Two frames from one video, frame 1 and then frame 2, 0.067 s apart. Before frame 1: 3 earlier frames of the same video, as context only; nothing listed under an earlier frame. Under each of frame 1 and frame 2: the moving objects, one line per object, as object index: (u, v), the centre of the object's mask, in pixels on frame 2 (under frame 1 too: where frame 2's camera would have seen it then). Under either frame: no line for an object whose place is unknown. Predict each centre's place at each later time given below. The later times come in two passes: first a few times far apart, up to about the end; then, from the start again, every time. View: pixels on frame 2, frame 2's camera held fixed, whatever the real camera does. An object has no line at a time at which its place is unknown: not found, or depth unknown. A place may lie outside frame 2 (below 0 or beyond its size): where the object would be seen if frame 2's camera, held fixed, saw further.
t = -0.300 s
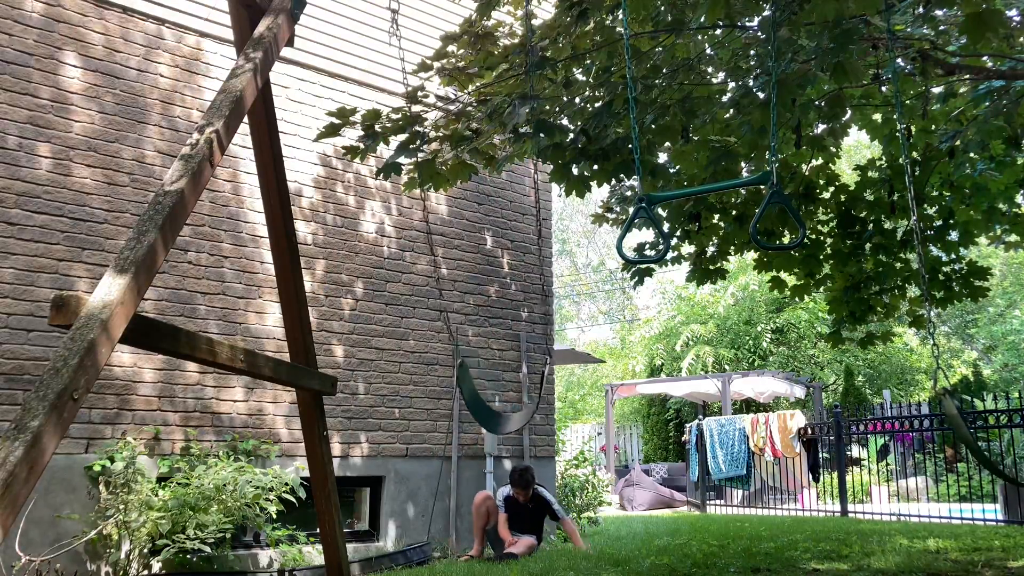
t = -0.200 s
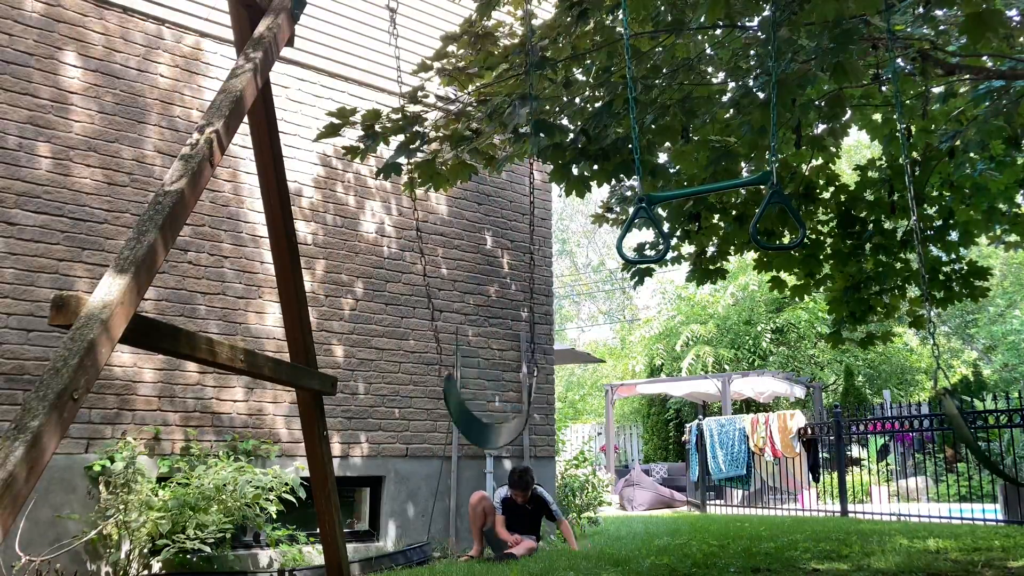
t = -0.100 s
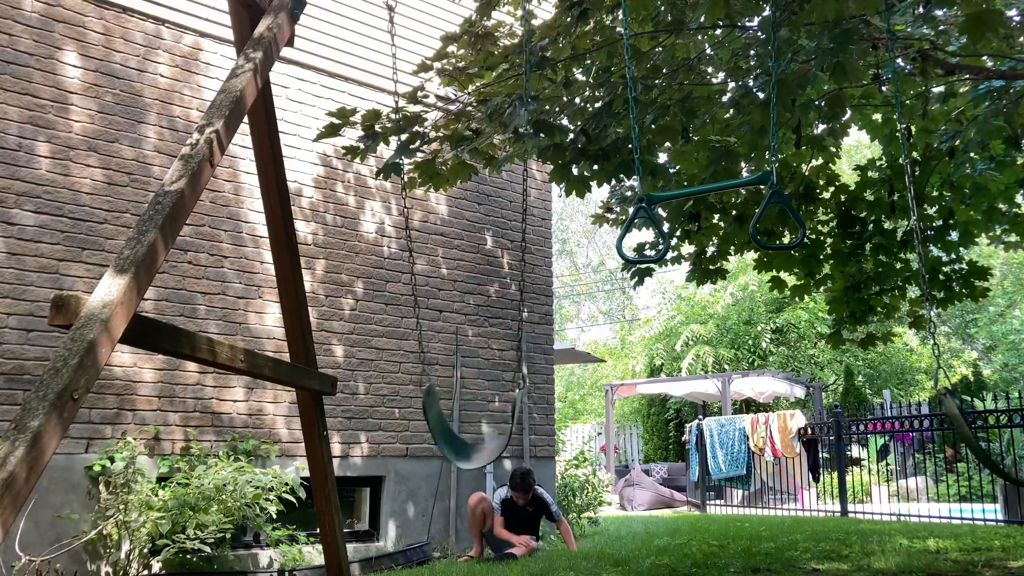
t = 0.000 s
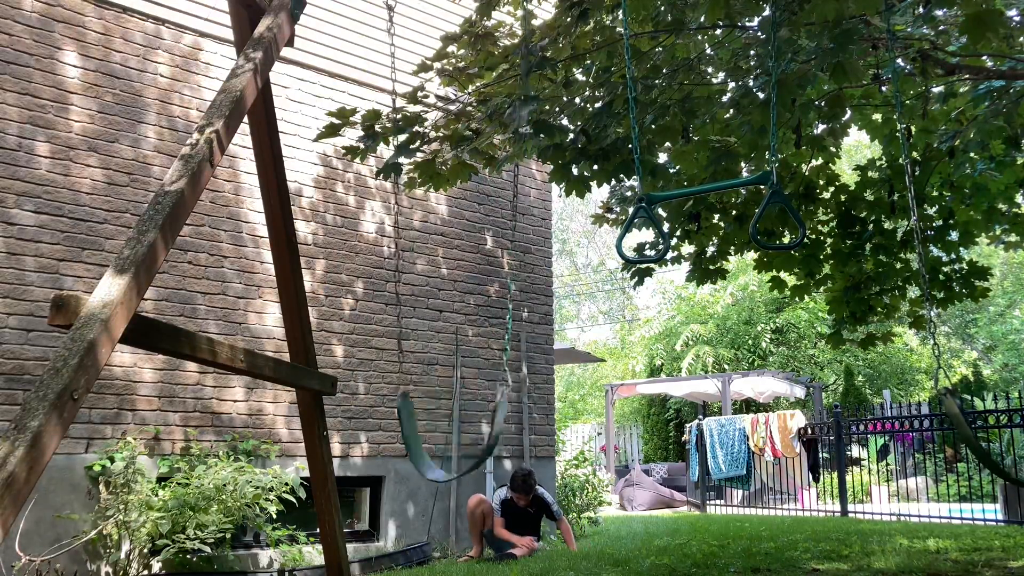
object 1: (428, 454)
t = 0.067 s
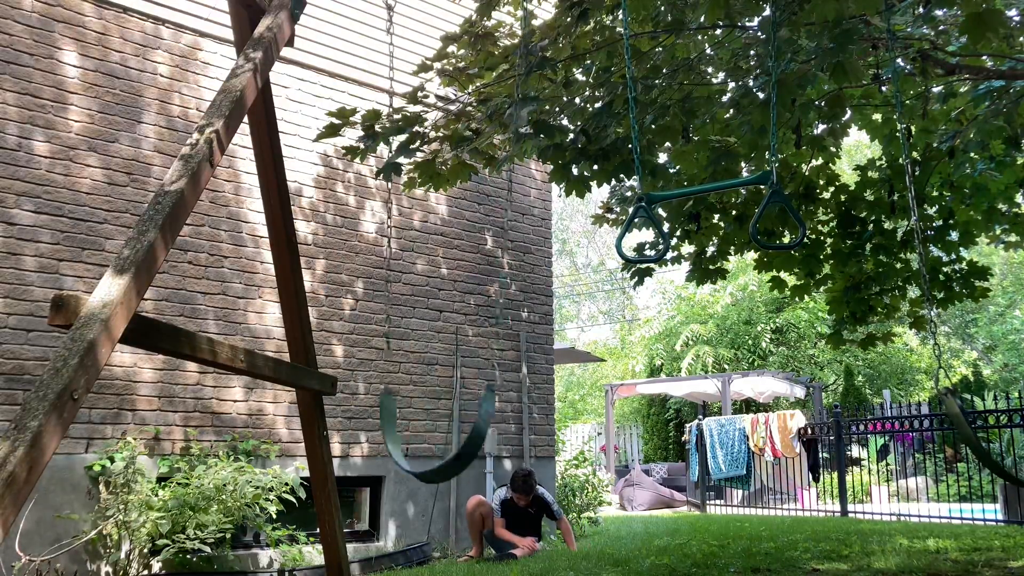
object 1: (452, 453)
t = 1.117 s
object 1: (467, 452)
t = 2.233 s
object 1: (438, 453)
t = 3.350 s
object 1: (454, 446)
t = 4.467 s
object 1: (452, 448)
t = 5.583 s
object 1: (440, 439)
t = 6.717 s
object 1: (482, 430)
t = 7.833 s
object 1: (430, 436)
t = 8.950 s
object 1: (462, 441)
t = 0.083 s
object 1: (447, 449)
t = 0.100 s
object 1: (442, 444)
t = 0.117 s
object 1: (434, 442)
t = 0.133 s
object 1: (429, 436)
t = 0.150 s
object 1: (423, 429)
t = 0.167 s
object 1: (414, 426)
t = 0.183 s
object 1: (407, 420)
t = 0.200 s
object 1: (402, 413)
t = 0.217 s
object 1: (398, 406)
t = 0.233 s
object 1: (394, 400)
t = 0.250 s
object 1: (391, 395)
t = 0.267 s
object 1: (386, 390)
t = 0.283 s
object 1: (382, 384)
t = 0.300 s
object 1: (378, 379)
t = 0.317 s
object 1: (374, 374)
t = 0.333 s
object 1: (371, 369)
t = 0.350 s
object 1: (368, 365)
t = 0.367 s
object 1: (365, 360)
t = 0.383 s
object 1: (362, 356)
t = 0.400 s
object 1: (359, 352)
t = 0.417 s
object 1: (357, 348)
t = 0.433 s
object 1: (356, 345)
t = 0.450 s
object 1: (354, 342)
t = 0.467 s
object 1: (353, 341)
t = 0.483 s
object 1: (351, 339)
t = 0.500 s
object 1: (351, 338)
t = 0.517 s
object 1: (351, 336)
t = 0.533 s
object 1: (351, 335)
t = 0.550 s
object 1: (352, 333)
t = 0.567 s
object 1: (353, 332)
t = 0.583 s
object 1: (352, 333)
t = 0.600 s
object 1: (353, 332)
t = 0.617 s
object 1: (353, 332)
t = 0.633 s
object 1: (354, 333)
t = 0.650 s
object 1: (356, 335)
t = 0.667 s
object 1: (357, 334)
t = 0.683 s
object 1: (357, 336)
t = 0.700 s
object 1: (360, 338)
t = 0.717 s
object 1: (362, 340)
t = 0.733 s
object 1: (362, 343)
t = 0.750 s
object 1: (365, 345)
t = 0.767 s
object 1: (367, 348)
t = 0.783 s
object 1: (369, 352)
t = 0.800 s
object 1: (372, 356)
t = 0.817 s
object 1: (375, 359)
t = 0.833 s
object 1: (379, 364)
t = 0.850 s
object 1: (382, 368)
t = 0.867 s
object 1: (386, 373)
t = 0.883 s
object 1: (390, 378)
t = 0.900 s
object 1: (394, 383)
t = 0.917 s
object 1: (397, 389)
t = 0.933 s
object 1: (402, 395)
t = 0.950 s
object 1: (406, 400)
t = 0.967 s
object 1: (411, 406)
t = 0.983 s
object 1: (415, 412)
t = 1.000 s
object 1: (419, 416)
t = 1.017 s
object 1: (424, 422)
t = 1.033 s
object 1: (430, 428)
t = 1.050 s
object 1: (438, 434)
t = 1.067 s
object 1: (445, 440)
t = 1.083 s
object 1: (450, 446)
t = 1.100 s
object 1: (454, 453)
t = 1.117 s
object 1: (467, 452)
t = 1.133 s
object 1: (470, 456)
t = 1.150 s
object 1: (476, 458)
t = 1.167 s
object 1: (426, 446)
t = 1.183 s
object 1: (436, 454)
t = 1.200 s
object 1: (443, 454)
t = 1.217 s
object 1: (443, 448)
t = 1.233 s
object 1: (450, 450)
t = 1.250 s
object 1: (457, 448)
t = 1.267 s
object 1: (460, 445)
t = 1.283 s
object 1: (467, 444)
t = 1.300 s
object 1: (468, 440)
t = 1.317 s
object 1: (475, 439)
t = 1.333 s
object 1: (476, 435)
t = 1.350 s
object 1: (479, 431)
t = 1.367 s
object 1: (481, 428)
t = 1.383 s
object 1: (482, 425)
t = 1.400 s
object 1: (485, 423)
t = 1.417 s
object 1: (488, 420)
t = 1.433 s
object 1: (489, 419)
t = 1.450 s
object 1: (490, 417)
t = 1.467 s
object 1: (491, 415)
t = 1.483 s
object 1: (492, 413)
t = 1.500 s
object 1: (492, 411)
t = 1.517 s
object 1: (493, 409)
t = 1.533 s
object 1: (494, 408)
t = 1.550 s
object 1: (493, 406)
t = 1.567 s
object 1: (494, 406)
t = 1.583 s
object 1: (493, 404)
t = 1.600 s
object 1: (492, 403)
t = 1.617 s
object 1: (492, 402)
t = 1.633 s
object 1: (492, 401)
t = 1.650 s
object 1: (491, 399)
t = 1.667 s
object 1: (491, 399)
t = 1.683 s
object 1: (490, 397)
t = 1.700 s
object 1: (491, 398)
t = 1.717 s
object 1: (491, 397)
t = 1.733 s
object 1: (491, 397)
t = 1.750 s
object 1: (491, 397)
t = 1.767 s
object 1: (489, 396)
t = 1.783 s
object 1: (489, 396)
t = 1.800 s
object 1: (489, 397)
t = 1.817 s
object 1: (490, 399)
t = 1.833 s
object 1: (491, 400)
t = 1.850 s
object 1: (490, 400)
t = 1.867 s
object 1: (488, 400)
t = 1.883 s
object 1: (488, 402)
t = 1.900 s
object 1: (487, 403)
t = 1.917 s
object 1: (487, 405)
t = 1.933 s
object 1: (485, 406)
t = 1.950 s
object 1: (484, 407)
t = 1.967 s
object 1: (483, 408)
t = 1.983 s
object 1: (481, 411)
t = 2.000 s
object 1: (480, 413)
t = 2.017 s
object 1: (479, 415)
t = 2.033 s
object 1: (477, 418)
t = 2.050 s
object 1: (475, 420)
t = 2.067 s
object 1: (473, 422)
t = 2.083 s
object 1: (471, 426)
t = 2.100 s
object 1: (469, 428)
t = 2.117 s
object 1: (466, 431)
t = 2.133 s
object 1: (467, 435)
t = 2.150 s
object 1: (462, 438)
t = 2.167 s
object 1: (457, 441)
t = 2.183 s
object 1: (452, 444)
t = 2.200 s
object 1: (447, 447)
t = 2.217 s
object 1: (450, 452)
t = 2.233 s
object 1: (438, 453)
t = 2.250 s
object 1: (433, 453)
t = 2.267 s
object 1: (434, 459)
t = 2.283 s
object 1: (418, 447)
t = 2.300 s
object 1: (466, 455)
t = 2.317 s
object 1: (462, 454)
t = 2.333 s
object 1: (451, 458)
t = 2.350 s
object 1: (447, 454)
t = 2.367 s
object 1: (445, 448)
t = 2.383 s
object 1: (440, 445)
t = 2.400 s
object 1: (435, 441)
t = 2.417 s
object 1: (430, 436)
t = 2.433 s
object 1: (426, 431)
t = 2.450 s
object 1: (420, 427)
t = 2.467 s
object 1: (414, 423)
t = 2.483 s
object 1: (410, 417)
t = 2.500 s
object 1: (405, 411)
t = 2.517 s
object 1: (403, 406)
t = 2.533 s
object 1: (399, 401)
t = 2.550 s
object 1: (396, 395)
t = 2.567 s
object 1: (393, 390)
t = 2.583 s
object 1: (390, 385)
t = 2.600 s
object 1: (387, 381)
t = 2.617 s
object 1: (385, 377)
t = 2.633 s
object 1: (382, 372)
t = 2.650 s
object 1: (380, 369)
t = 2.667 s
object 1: (378, 364)
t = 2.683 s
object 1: (376, 361)
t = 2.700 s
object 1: (375, 358)
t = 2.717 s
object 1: (374, 356)
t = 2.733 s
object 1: (373, 353)
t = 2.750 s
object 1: (373, 352)
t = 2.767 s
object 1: (370, 351)
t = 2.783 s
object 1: (372, 349)
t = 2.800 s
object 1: (371, 347)
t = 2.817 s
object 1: (372, 345)
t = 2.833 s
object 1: (373, 343)
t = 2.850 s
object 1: (372, 343)
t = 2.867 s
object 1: (372, 343)
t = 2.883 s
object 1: (372, 343)
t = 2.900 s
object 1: (372, 343)
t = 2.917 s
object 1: (373, 343)
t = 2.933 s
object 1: (375, 343)
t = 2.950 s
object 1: (375, 345)
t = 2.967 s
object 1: (377, 345)
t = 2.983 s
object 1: (378, 347)
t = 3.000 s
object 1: (379, 349)
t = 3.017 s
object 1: (382, 351)
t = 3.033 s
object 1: (384, 354)
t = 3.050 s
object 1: (386, 358)
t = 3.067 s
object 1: (388, 361)
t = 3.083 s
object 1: (391, 365)
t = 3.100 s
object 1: (393, 369)
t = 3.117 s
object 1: (396, 374)
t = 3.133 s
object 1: (399, 378)
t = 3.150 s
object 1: (402, 383)
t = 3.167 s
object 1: (405, 388)
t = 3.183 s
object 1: (409, 393)
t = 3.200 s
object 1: (411, 398)
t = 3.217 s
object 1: (416, 403)
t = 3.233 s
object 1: (418, 409)
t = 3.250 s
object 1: (423, 415)
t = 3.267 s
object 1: (428, 420)
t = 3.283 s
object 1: (433, 426)
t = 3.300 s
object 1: (436, 432)
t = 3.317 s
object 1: (444, 436)
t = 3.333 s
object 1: (452, 439)
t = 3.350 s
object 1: (454, 446)
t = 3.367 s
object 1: (455, 454)
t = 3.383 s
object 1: (464, 455)
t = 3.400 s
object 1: (470, 455)
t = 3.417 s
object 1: (475, 455)
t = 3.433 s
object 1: (427, 452)
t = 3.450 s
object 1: (433, 451)
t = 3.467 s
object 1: (441, 457)
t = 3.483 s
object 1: (443, 452)
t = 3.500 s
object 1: (484, 441)
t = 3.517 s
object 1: (451, 450)
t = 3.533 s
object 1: (463, 452)
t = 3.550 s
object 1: (460, 446)
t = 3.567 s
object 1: (464, 445)
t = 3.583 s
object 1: (466, 441)
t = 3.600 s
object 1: (468, 438)
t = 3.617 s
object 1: (473, 438)
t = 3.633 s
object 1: (474, 434)
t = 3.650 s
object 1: (474, 432)
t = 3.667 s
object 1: (481, 426)
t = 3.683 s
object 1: (478, 426)
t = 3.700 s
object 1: (481, 425)
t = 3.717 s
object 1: (481, 422)
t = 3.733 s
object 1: (482, 420)
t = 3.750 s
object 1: (483, 419)
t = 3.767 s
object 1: (484, 418)
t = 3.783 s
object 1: (484, 415)
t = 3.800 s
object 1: (485, 414)
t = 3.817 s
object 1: (484, 412)
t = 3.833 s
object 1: (484, 411)
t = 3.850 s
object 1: (485, 410)
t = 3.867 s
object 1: (484, 408)
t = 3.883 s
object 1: (485, 408)
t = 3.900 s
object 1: (484, 406)
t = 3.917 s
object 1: (482, 404)
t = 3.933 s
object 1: (484, 404)
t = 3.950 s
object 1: (484, 404)
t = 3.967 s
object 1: (484, 403)
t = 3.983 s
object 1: (484, 403)
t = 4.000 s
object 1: (484, 403)
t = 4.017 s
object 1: (485, 403)
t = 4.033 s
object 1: (484, 403)
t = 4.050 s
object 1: (484, 403)
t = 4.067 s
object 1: (484, 403)
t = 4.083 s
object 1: (484, 403)
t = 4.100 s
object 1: (485, 405)
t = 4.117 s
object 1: (485, 405)
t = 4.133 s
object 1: (484, 405)
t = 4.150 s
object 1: (483, 405)
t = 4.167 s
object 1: (483, 407)
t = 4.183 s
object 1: (483, 409)
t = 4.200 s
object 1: (482, 411)
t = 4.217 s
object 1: (481, 412)
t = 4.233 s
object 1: (481, 414)
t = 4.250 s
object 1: (480, 416)
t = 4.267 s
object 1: (480, 418)
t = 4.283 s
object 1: (476, 419)
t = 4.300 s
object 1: (474, 420)
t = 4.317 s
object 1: (473, 423)
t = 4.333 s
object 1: (473, 426)
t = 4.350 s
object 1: (469, 428)
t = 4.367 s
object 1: (467, 431)
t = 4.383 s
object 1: (467, 435)
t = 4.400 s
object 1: (462, 437)
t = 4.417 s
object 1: (459, 440)
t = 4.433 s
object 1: (457, 444)
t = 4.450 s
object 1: (449, 444)
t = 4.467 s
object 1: (452, 448)
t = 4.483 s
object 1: (442, 450)
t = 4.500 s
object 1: (436, 448)
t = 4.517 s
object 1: (431, 450)
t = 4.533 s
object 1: (426, 447)
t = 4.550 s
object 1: (473, 457)
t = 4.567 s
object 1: (470, 456)
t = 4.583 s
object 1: (466, 455)
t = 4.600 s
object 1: (462, 453)
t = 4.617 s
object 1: (454, 454)
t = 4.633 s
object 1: (448, 452)
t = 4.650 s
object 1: (446, 447)
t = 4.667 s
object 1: (443, 443)
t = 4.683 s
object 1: (438, 439)
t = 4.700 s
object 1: (434, 434)
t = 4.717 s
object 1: (430, 431)
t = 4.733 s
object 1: (426, 427)
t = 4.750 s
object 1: (421, 423)
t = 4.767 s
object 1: (419, 418)
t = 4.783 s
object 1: (417, 413)
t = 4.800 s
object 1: (412, 409)
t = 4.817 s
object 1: (410, 405)
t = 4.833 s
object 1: (407, 401)
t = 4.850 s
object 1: (403, 397)
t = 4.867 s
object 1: (401, 392)
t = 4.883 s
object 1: (399, 388)
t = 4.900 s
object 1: (395, 384)
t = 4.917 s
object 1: (394, 381)
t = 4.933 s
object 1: (393, 377)
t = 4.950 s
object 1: (390, 374)
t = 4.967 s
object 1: (389, 371)
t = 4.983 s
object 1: (388, 368)
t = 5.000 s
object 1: (388, 365)
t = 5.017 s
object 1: (385, 364)
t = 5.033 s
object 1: (385, 362)
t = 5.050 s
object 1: (384, 359)
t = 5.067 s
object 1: (383, 358)
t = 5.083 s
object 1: (380, 359)
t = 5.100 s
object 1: (381, 356)
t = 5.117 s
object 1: (384, 354)
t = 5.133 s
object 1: (383, 353)
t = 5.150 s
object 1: (381, 354)
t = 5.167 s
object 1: (381, 353)
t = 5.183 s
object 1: (382, 353)
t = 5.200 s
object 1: (383, 353)
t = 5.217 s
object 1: (383, 355)
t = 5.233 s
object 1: (382, 355)
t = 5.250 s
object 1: (384, 357)
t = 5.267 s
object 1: (384, 358)
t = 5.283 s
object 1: (385, 360)
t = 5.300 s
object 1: (386, 363)
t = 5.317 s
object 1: (388, 366)
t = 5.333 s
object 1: (390, 369)
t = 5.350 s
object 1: (392, 372)
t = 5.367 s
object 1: (394, 376)
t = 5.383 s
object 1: (397, 380)
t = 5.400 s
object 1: (399, 384)
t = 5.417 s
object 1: (402, 389)
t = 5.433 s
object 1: (404, 393)
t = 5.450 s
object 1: (406, 398)
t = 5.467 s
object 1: (410, 402)
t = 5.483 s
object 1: (413, 408)
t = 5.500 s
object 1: (416, 414)
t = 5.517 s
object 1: (420, 419)
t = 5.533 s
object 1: (424, 424)
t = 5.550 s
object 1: (429, 429)
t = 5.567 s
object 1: (436, 433)
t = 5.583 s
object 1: (440, 439)
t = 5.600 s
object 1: (444, 443)
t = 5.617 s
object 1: (449, 448)
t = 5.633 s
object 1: (449, 456)
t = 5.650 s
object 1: (453, 462)
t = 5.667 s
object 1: (460, 462)
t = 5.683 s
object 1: (417, 454)
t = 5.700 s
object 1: (427, 458)
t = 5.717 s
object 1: (423, 445)
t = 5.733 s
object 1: (426, 446)
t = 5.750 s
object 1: (435, 452)
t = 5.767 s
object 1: (442, 454)
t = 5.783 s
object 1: (443, 449)
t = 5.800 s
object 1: (449, 448)
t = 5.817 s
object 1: (451, 445)
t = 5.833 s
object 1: (454, 445)
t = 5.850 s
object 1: (458, 442)
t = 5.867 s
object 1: (459, 438)
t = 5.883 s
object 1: (463, 437)
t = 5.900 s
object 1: (465, 436)
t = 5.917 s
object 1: (467, 433)
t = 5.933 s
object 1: (468, 432)
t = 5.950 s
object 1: (469, 429)
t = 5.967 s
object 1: (471, 427)
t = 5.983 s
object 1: (474, 427)
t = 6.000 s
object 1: (475, 425)
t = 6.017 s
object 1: (476, 423)
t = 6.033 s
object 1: (477, 422)
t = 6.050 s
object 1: (477, 420)
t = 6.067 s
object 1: (476, 417)
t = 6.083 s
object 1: (479, 417)
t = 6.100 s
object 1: (478, 415)
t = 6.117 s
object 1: (478, 413)
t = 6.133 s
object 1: (481, 415)
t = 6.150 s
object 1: (480, 412)
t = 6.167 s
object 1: (480, 410)
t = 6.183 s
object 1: (481, 411)
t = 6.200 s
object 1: (480, 409)
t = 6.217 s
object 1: (481, 409)
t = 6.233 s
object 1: (483, 410)
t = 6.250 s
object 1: (480, 406)
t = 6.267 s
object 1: (483, 408)
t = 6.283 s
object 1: (482, 407)
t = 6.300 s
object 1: (481, 405)
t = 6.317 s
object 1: (482, 407)
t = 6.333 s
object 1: (485, 409)
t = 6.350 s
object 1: (483, 408)
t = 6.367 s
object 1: (484, 408)
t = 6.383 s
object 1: (485, 409)
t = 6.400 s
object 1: (485, 410)
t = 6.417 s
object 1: (484, 410)
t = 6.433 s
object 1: (483, 410)
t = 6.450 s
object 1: (484, 412)
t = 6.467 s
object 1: (484, 413)
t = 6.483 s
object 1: (484, 415)
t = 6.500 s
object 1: (482, 415)
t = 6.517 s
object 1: (481, 417)
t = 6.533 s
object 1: (480, 418)
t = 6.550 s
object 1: (479, 420)
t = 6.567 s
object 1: (479, 424)
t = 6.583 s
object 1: (478, 425)
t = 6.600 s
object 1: (475, 428)
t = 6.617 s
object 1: (473, 430)
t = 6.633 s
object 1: (471, 433)
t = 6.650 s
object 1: (468, 434)
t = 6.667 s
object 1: (467, 440)
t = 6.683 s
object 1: (467, 444)
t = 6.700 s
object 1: (461, 445)
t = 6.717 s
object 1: (482, 430)
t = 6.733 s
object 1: (484, 441)
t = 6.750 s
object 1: (484, 436)
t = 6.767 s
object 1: (483, 431)
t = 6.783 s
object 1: (483, 431)
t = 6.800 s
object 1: (483, 431)
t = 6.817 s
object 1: (483, 431)
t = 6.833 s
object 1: (473, 457)
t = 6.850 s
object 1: (470, 456)
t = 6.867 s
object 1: (466, 453)
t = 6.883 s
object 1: (460, 452)
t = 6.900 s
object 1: (456, 449)
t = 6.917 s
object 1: (453, 444)
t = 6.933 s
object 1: (445, 444)
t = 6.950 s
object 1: (442, 440)
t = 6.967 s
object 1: (439, 435)
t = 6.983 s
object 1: (436, 431)
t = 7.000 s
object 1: (429, 428)
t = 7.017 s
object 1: (426, 424)
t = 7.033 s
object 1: (423, 421)
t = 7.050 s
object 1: (421, 416)
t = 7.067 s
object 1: (417, 412)
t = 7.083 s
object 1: (414, 410)
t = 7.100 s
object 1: (411, 405)
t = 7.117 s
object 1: (407, 402)
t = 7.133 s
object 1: (405, 398)
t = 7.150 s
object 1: (403, 395)
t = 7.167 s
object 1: (401, 392)
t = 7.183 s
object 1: (399, 388)
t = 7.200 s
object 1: (395, 386)
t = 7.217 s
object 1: (394, 383)
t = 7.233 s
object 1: (392, 380)
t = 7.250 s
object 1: (390, 379)
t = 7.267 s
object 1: (388, 377)
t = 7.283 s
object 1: (386, 376)
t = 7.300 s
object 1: (388, 371)
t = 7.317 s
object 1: (385, 372)
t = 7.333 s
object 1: (383, 369)
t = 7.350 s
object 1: (383, 367)
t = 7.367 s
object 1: (383, 366)
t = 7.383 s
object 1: (380, 366)
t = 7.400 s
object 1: (382, 364)
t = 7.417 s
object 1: (382, 363)
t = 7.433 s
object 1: (381, 364)
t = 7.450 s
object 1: (381, 364)
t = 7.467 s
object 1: (379, 364)
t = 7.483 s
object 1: (380, 365)
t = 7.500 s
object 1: (380, 365)
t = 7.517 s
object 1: (380, 366)
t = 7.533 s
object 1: (381, 368)
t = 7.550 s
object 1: (380, 371)
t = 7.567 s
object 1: (384, 372)
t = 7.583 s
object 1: (385, 374)
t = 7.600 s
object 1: (387, 376)
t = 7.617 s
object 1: (388, 379)
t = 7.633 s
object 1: (390, 382)
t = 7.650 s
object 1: (392, 386)
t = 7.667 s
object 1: (395, 390)
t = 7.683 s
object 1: (397, 394)
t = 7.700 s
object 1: (400, 397)
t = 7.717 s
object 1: (403, 402)
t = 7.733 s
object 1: (406, 406)
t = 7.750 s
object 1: (409, 411)
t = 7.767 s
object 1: (412, 417)
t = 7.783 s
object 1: (416, 424)
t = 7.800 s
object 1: (420, 427)
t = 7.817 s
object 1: (423, 434)
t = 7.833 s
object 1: (430, 436)
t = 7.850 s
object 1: (435, 442)
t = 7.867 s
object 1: (439, 446)
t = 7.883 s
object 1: (446, 448)
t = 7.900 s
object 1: (450, 453)
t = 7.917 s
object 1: (455, 457)
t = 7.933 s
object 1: (461, 457)
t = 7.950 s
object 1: (415, 456)
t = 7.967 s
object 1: (424, 458)
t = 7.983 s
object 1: (424, 452)
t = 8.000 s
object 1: (428, 452)
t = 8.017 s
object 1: (431, 449)
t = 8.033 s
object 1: (438, 452)
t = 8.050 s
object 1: (448, 454)
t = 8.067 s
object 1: (443, 446)
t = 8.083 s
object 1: (451, 445)
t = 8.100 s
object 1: (456, 446)
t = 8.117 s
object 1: (463, 445)
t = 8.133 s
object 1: (459, 440)
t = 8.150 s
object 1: (463, 437)
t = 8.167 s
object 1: (466, 436)
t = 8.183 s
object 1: (467, 434)
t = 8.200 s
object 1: (469, 433)
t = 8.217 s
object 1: (469, 429)
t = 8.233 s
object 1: (468, 427)
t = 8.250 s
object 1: (470, 426)
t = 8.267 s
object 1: (474, 425)
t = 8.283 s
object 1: (475, 423)
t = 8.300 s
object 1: (476, 422)
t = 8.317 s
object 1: (479, 422)
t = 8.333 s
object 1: (479, 421)
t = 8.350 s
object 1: (480, 419)
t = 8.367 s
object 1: (480, 418)
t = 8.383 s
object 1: (480, 415)
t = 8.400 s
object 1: (480, 415)
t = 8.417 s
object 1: (482, 415)
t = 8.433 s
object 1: (482, 414)
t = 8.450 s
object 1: (482, 413)
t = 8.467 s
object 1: (483, 413)
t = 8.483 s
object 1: (482, 411)
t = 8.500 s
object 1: (482, 411)
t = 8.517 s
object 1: (482, 410)
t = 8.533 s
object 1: (484, 411)
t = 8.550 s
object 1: (483, 409)
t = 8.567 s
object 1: (484, 411)
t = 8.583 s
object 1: (485, 411)
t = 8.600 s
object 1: (485, 412)
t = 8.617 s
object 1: (486, 412)
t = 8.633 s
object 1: (486, 412)
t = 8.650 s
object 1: (486, 413)
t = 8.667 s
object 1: (488, 415)
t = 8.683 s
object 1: (486, 414)
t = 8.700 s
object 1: (486, 415)
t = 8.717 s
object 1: (486, 416)
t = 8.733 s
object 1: (486, 418)
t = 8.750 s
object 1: (485, 419)
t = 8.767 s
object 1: (484, 420)
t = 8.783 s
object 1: (485, 422)
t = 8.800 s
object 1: (484, 424)
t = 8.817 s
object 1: (482, 425)
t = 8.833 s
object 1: (481, 427)
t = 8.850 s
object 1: (480, 429)
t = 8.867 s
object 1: (477, 430)
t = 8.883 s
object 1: (474, 432)
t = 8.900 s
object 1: (472, 435)
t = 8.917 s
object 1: (471, 438)
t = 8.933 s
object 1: (467, 439)
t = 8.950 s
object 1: (462, 441)
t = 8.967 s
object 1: (460, 443)
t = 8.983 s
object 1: (462, 450)
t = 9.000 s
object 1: (451, 447)
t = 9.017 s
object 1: (484, 439)
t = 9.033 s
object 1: (443, 450)
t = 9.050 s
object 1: (438, 451)
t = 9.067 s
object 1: (434, 449)
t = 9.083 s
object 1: (426, 445)
